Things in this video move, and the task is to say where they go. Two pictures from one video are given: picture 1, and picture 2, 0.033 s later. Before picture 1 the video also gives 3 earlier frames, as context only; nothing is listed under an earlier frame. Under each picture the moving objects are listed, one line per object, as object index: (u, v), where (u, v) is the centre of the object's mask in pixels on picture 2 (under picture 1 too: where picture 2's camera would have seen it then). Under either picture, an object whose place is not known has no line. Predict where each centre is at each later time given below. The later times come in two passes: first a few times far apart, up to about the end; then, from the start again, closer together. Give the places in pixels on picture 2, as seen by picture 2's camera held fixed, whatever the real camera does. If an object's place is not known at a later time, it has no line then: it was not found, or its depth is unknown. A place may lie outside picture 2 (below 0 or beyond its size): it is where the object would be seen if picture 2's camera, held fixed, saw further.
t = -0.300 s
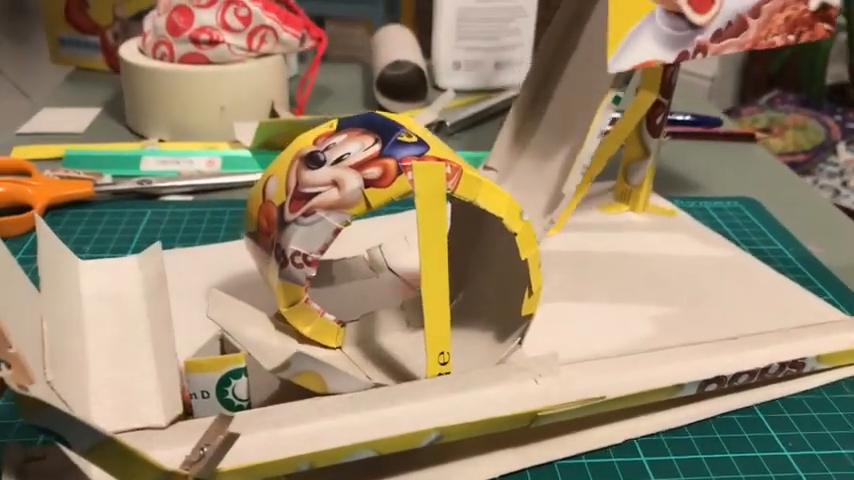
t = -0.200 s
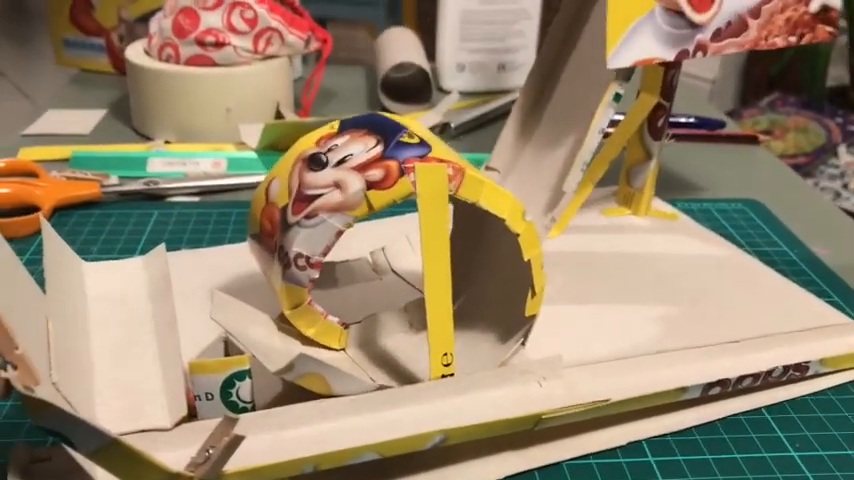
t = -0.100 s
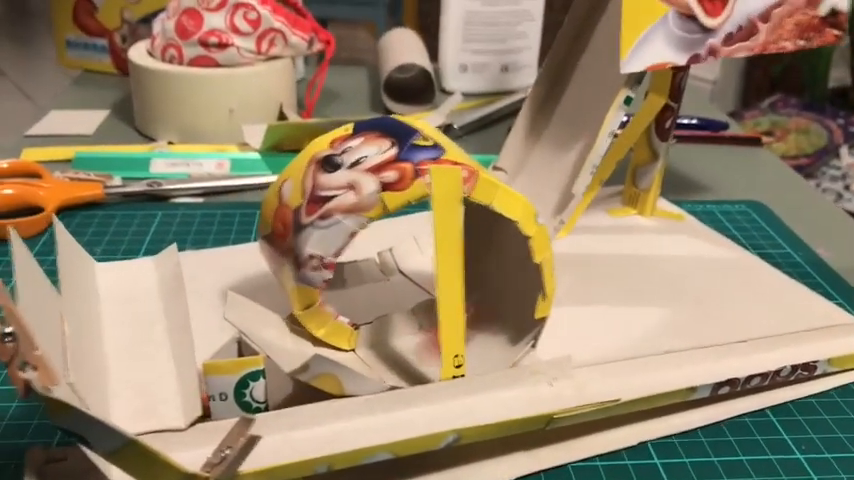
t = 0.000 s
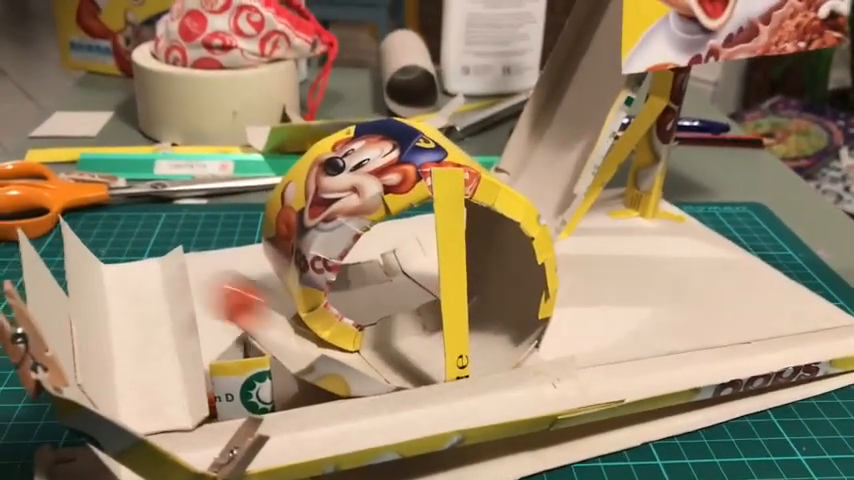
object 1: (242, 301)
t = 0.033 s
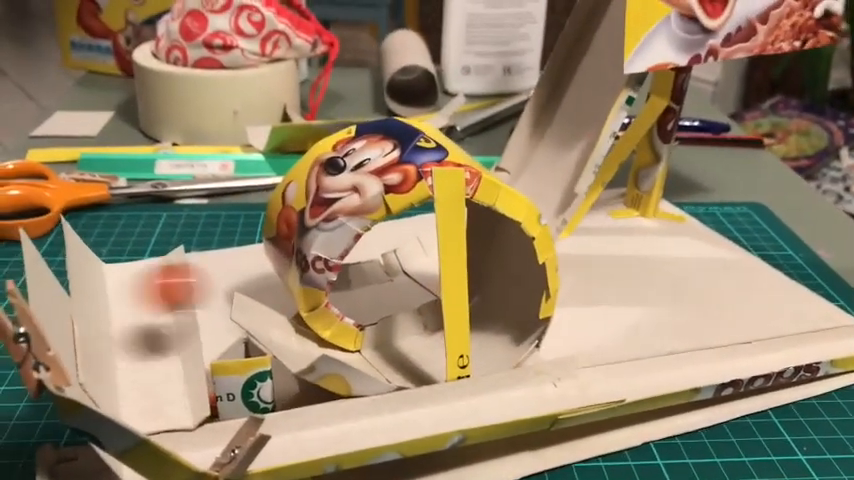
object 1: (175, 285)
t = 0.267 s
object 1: (232, 390)
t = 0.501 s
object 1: (347, 416)
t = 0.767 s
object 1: (557, 387)
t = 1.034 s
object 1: (801, 343)
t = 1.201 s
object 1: (853, 333)
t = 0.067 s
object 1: (100, 308)
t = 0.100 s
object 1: (106, 297)
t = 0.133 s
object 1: (145, 292)
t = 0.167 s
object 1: (185, 319)
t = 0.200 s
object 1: (207, 325)
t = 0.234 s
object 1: (219, 341)
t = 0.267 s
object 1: (232, 390)
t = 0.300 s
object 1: (270, 440)
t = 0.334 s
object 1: (273, 430)
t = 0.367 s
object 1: (283, 426)
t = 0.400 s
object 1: (290, 420)
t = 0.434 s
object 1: (304, 418)
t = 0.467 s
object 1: (326, 415)
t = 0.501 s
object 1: (347, 416)
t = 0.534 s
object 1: (368, 414)
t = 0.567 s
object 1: (394, 406)
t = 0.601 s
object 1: (419, 406)
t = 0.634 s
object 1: (443, 402)
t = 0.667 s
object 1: (473, 393)
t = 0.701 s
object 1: (501, 389)
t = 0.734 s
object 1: (530, 387)
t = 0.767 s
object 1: (557, 387)
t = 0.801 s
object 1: (588, 384)
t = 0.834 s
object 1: (623, 374)
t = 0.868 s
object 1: (651, 373)
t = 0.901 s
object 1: (686, 366)
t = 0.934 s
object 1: (714, 359)
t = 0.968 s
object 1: (742, 351)
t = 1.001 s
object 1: (772, 348)
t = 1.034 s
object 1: (801, 343)
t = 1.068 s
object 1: (833, 338)
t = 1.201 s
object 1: (853, 333)
